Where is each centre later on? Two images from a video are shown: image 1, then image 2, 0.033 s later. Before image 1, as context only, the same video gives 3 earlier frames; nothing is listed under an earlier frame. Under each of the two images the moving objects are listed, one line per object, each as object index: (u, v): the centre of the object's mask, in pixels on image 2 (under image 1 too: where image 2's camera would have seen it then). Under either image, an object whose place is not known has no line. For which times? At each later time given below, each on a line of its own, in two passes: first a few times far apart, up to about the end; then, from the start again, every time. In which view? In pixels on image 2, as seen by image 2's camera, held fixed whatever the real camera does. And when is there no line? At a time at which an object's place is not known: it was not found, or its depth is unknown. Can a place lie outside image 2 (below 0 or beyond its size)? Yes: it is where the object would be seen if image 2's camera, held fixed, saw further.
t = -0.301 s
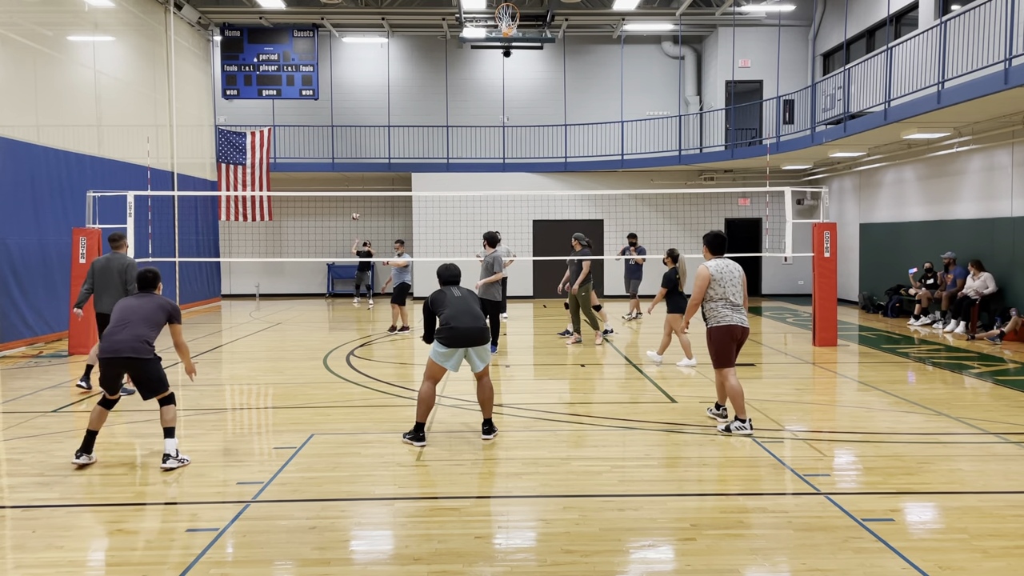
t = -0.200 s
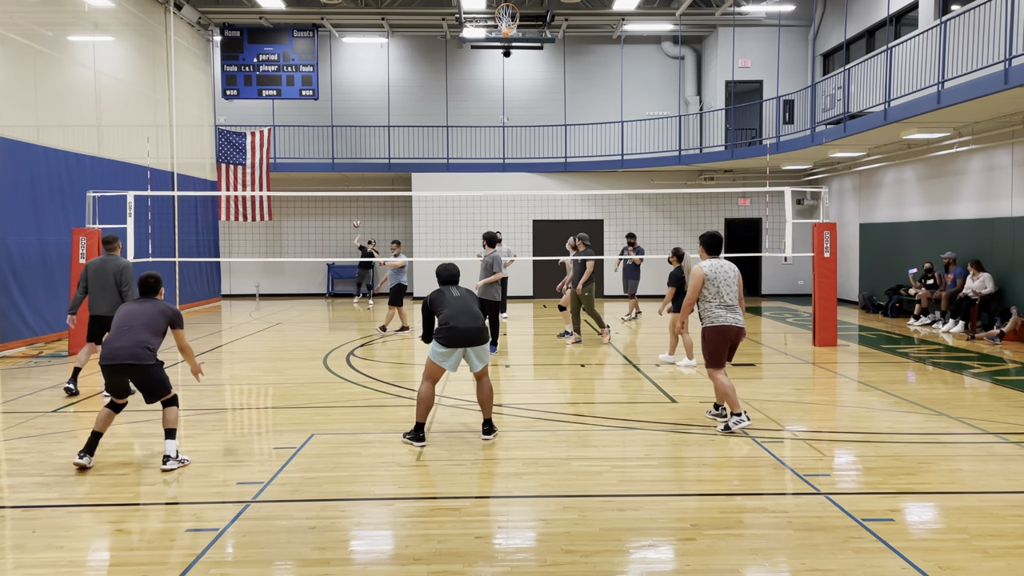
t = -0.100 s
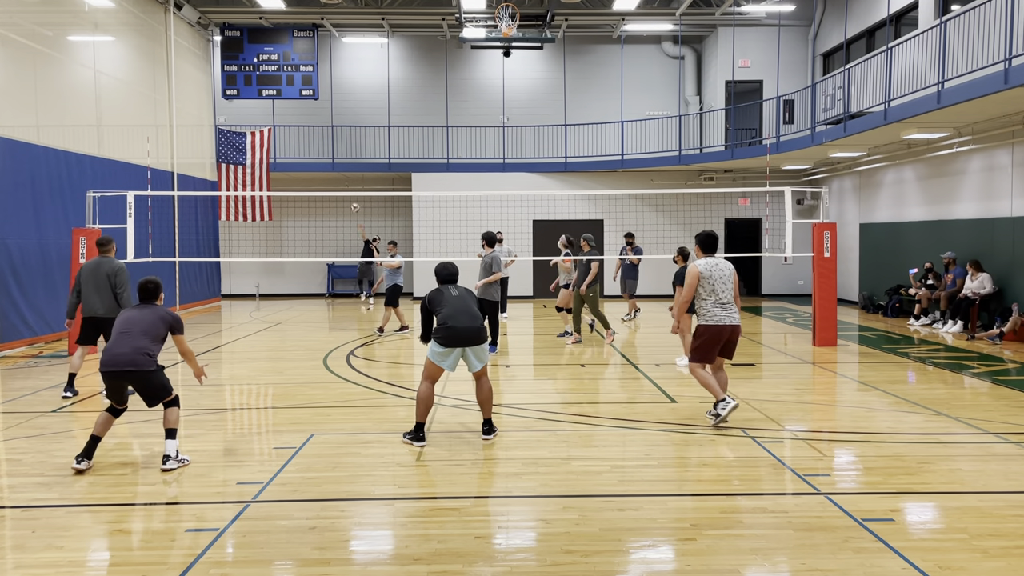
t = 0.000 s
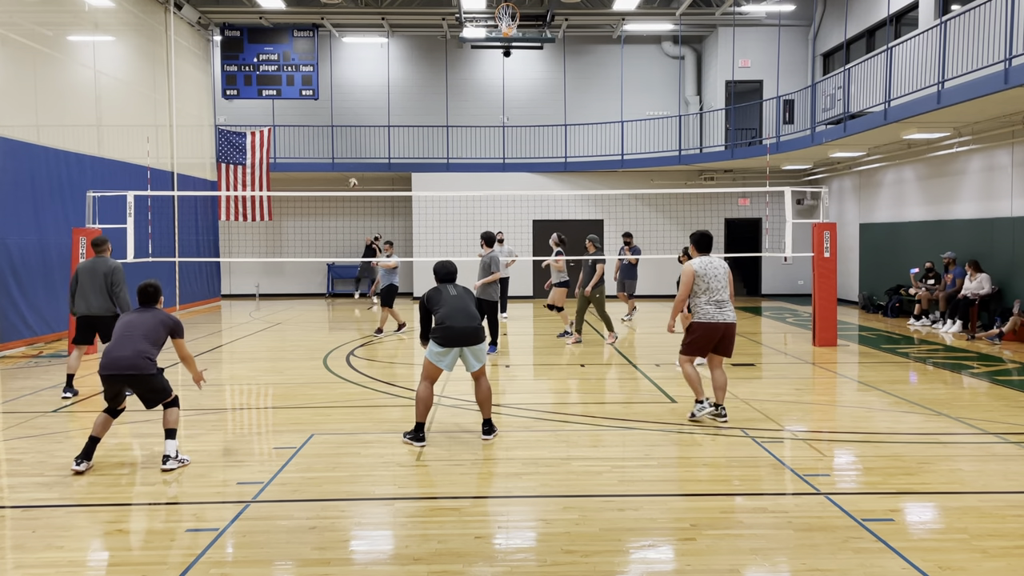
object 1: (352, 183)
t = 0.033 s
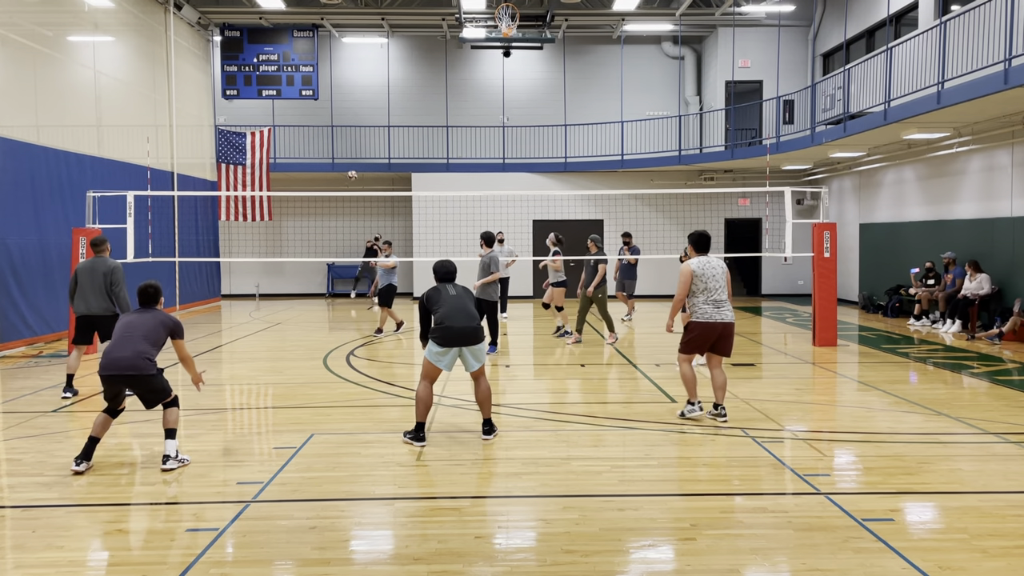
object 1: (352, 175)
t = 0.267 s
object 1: (347, 128)
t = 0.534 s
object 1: (343, 97)
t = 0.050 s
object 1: (351, 171)
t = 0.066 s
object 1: (351, 167)
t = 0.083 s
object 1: (351, 164)
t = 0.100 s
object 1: (350, 160)
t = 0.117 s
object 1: (350, 156)
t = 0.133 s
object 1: (350, 153)
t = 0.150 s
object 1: (349, 149)
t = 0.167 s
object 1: (349, 146)
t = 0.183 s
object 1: (349, 143)
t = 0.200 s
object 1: (349, 139)
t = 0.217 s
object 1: (348, 136)
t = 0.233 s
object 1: (348, 133)
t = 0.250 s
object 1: (347, 130)
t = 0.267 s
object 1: (347, 128)
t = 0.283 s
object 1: (347, 124)
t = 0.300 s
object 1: (346, 122)
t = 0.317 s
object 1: (346, 119)
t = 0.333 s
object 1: (346, 116)
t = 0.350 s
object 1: (346, 114)
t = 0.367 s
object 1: (346, 112)
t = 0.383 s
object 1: (345, 110)
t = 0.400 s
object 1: (345, 108)
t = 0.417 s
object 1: (345, 106)
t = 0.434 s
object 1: (345, 104)
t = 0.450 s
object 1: (344, 103)
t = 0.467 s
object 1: (344, 101)
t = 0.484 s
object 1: (344, 100)
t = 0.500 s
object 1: (344, 98)
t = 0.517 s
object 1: (344, 97)
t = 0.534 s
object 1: (343, 97)
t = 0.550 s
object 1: (343, 96)
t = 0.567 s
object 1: (343, 95)
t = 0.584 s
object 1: (343, 95)
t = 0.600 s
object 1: (343, 95)
